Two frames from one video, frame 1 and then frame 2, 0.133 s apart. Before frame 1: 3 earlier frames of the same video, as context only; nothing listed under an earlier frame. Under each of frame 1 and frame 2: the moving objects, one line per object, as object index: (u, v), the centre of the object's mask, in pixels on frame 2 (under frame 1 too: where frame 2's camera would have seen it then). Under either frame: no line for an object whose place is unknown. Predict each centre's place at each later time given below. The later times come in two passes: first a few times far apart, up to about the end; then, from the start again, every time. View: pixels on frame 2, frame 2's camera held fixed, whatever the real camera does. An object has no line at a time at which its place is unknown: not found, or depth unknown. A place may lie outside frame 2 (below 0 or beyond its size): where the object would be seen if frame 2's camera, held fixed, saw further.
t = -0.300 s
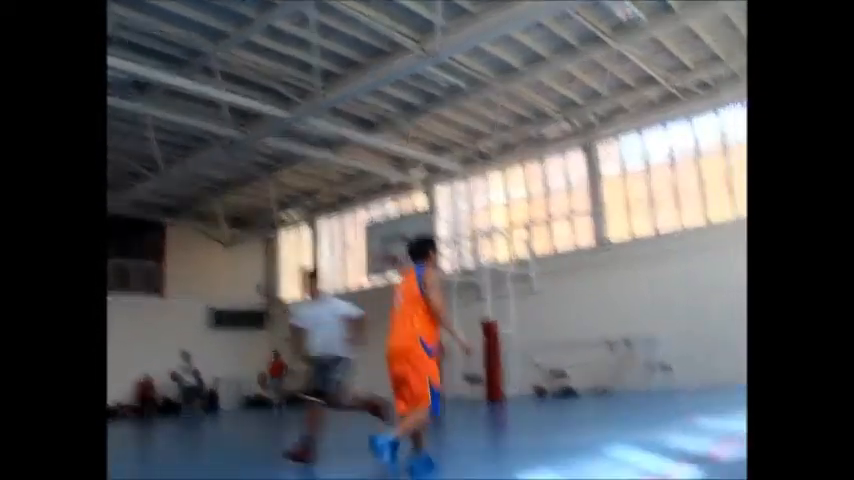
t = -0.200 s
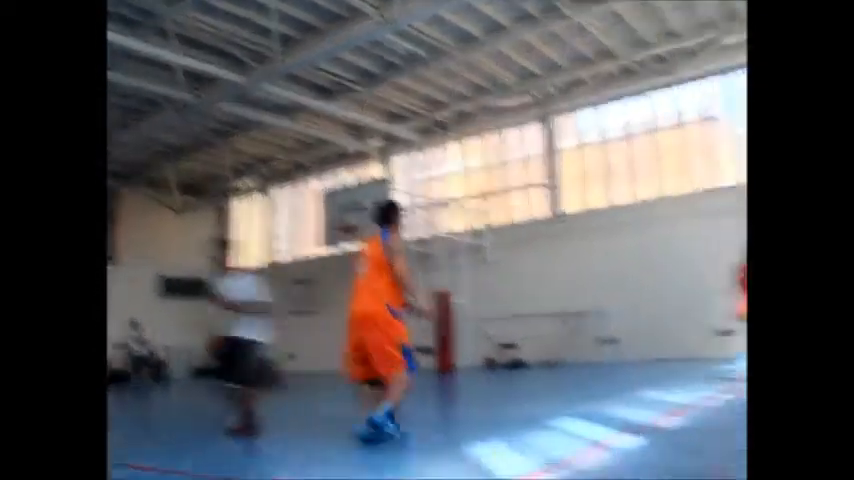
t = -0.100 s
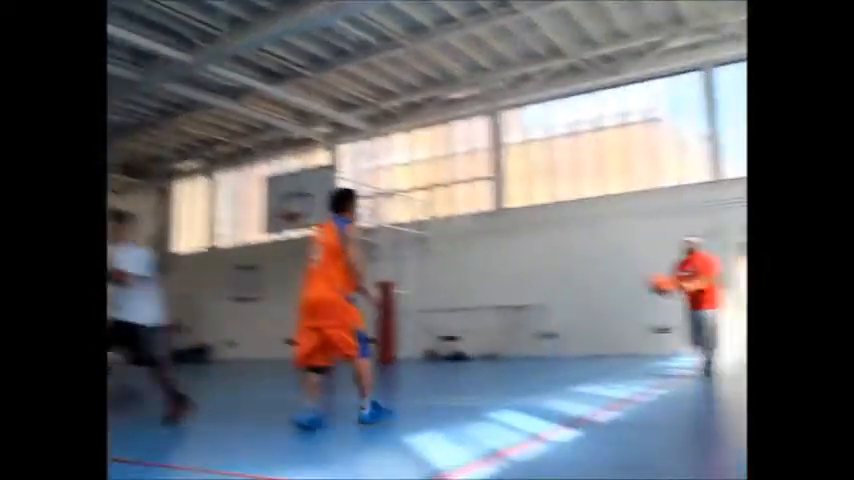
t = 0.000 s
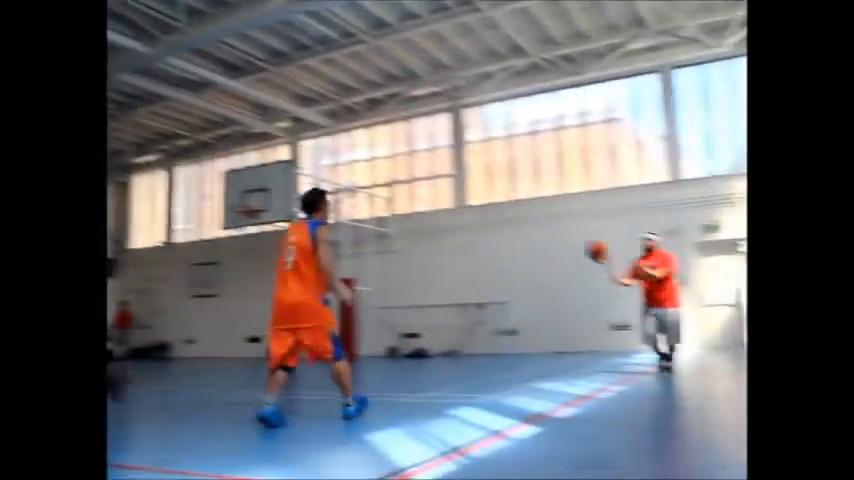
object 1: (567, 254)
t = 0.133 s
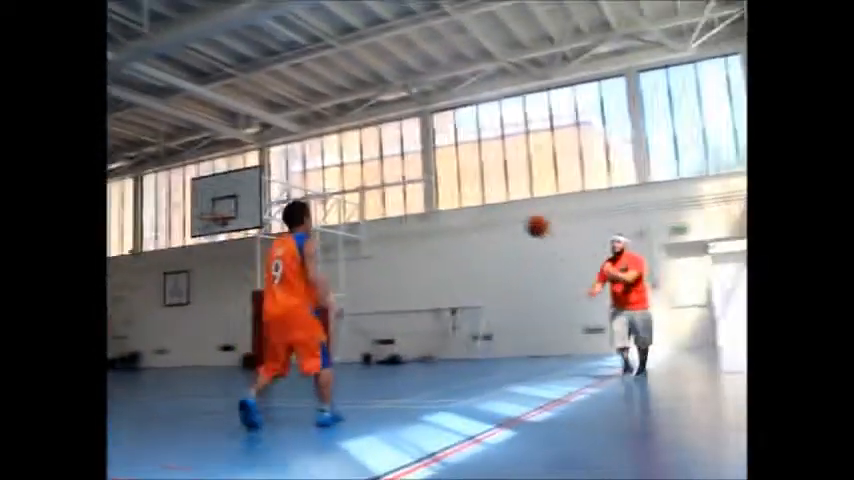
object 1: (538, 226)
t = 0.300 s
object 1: (501, 212)
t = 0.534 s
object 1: (450, 235)
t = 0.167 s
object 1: (530, 221)
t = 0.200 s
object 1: (523, 217)
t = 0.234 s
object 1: (516, 214)
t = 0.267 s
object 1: (508, 212)
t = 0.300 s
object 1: (501, 212)
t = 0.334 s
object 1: (493, 212)
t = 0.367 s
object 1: (487, 213)
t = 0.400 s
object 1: (481, 215)
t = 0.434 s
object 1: (473, 218)
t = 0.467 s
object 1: (467, 222)
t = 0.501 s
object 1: (459, 228)
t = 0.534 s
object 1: (450, 235)
